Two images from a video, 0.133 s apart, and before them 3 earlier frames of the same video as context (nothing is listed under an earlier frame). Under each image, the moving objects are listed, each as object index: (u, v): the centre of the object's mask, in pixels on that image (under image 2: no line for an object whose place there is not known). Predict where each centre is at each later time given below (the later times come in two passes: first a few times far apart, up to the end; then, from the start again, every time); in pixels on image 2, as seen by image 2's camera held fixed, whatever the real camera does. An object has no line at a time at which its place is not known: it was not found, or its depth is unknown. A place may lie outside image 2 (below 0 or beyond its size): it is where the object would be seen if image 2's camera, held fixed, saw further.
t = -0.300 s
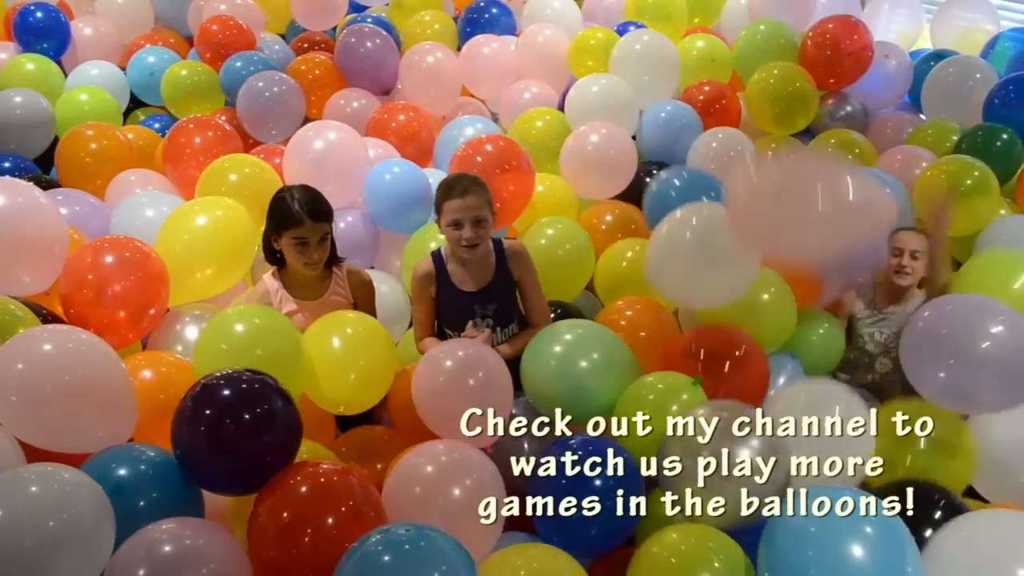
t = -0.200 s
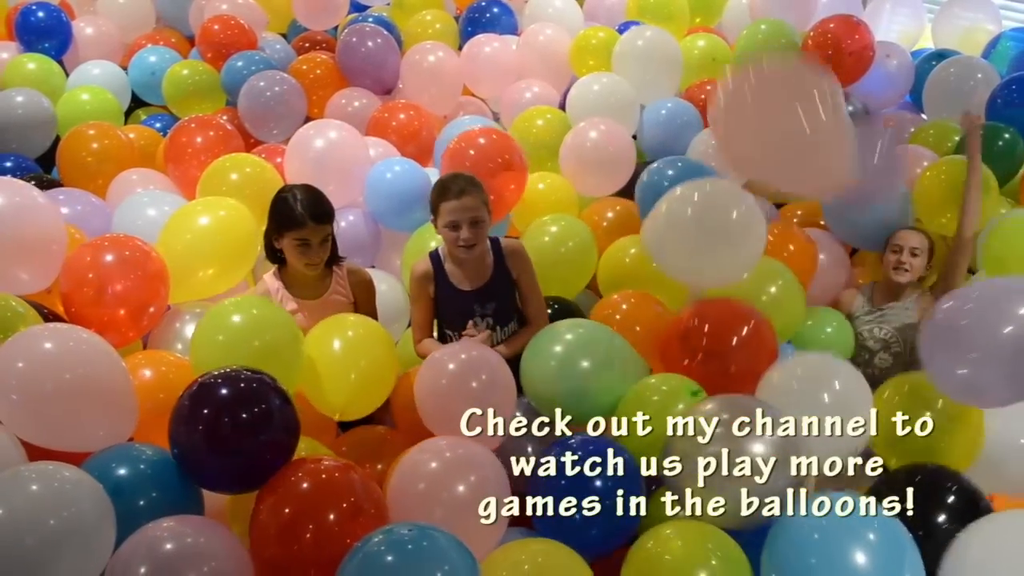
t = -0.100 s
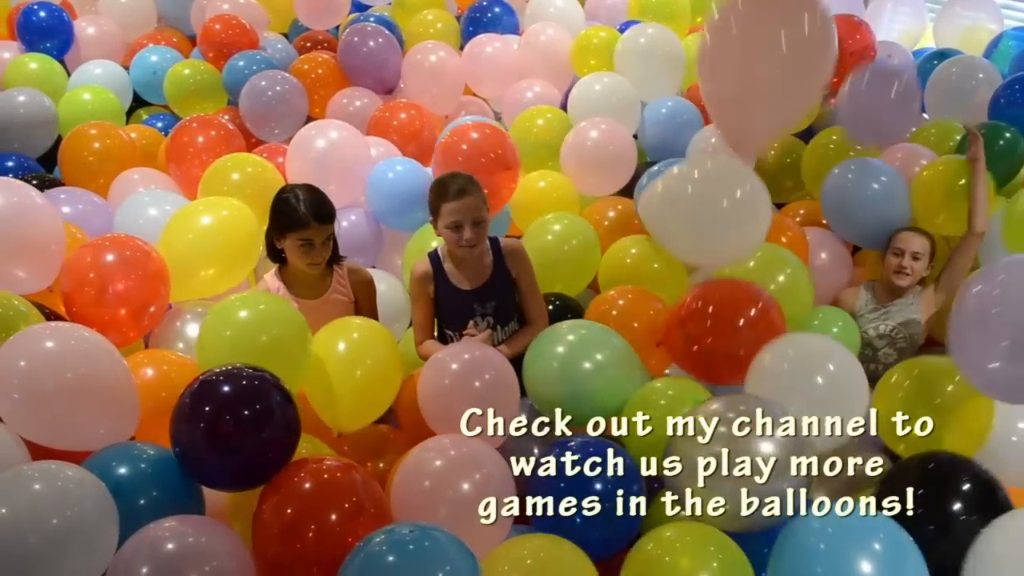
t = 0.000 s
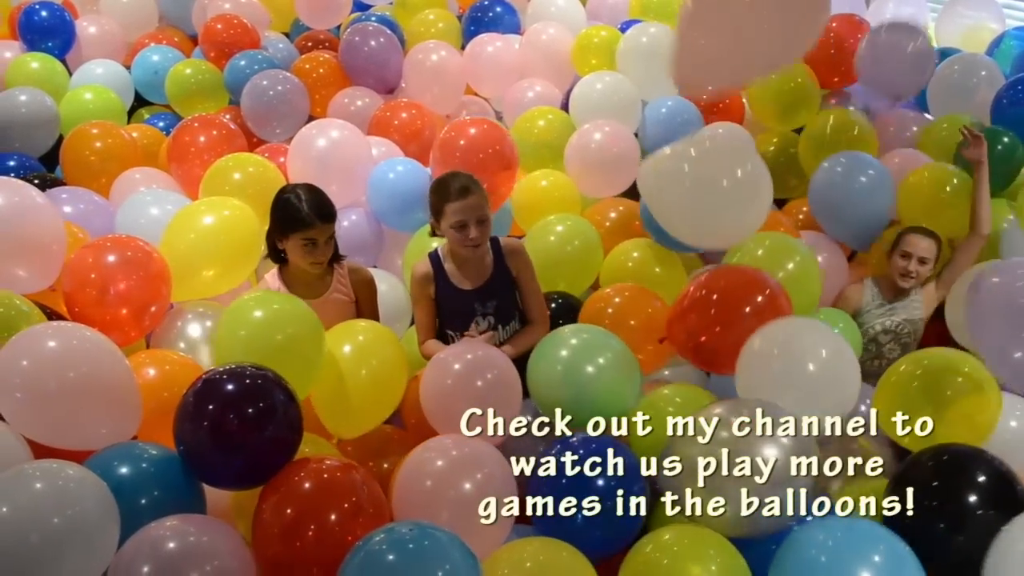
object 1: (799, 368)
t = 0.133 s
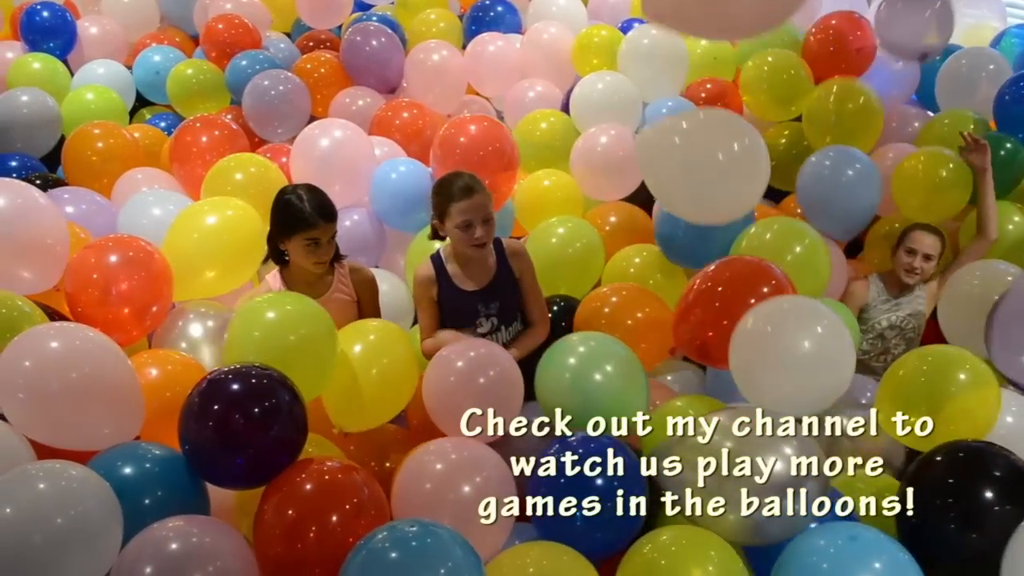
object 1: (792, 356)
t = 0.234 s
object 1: (783, 348)
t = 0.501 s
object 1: (752, 350)
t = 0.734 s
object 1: (729, 362)
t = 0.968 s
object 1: (711, 372)
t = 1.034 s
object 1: (707, 373)
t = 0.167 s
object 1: (789, 353)
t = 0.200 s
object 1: (786, 350)
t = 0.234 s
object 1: (783, 348)
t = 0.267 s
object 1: (779, 347)
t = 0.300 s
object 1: (775, 347)
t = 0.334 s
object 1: (771, 348)
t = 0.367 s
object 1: (767, 349)
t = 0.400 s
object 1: (763, 349)
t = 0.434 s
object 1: (760, 349)
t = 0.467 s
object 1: (756, 349)
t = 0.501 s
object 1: (752, 350)
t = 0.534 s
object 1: (749, 351)
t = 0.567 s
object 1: (745, 352)
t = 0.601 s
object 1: (742, 355)
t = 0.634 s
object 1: (739, 357)
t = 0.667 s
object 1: (735, 358)
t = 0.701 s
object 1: (732, 360)
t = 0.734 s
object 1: (729, 362)
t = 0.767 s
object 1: (726, 363)
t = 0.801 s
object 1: (723, 364)
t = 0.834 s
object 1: (720, 366)
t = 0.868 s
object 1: (718, 368)
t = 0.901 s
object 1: (716, 370)
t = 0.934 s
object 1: (714, 372)
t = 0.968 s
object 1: (711, 372)
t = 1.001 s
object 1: (709, 372)
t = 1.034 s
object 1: (707, 373)
